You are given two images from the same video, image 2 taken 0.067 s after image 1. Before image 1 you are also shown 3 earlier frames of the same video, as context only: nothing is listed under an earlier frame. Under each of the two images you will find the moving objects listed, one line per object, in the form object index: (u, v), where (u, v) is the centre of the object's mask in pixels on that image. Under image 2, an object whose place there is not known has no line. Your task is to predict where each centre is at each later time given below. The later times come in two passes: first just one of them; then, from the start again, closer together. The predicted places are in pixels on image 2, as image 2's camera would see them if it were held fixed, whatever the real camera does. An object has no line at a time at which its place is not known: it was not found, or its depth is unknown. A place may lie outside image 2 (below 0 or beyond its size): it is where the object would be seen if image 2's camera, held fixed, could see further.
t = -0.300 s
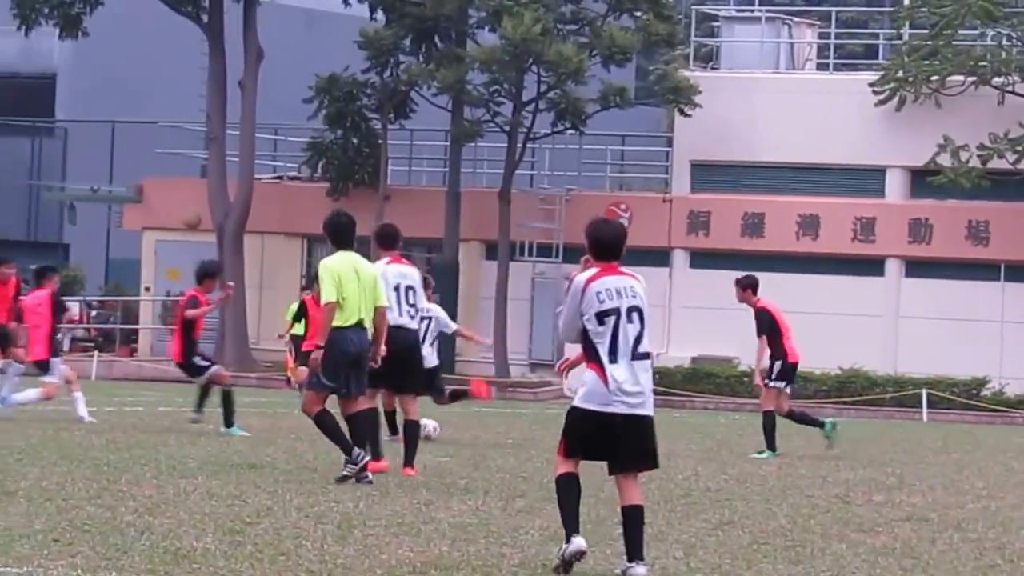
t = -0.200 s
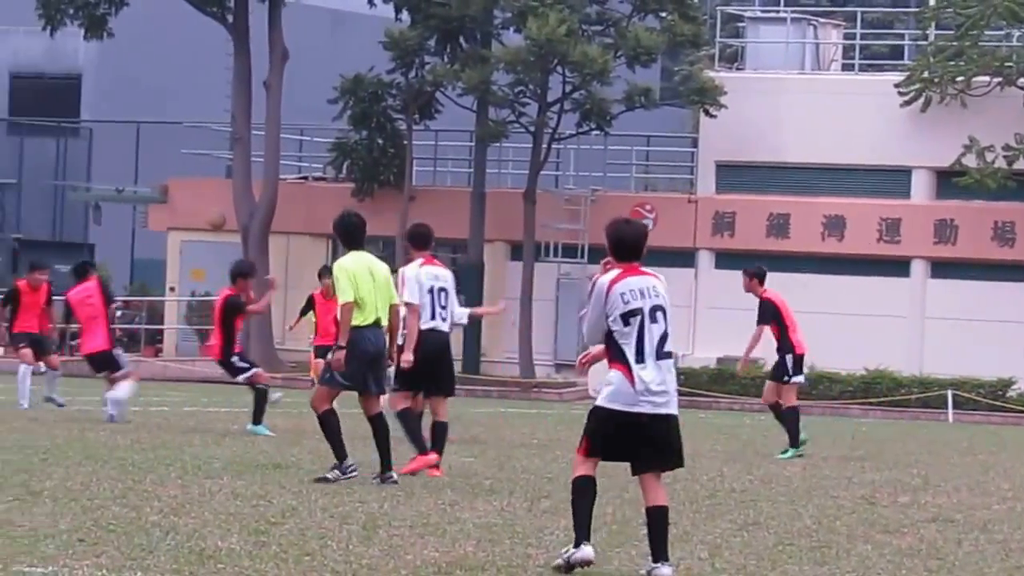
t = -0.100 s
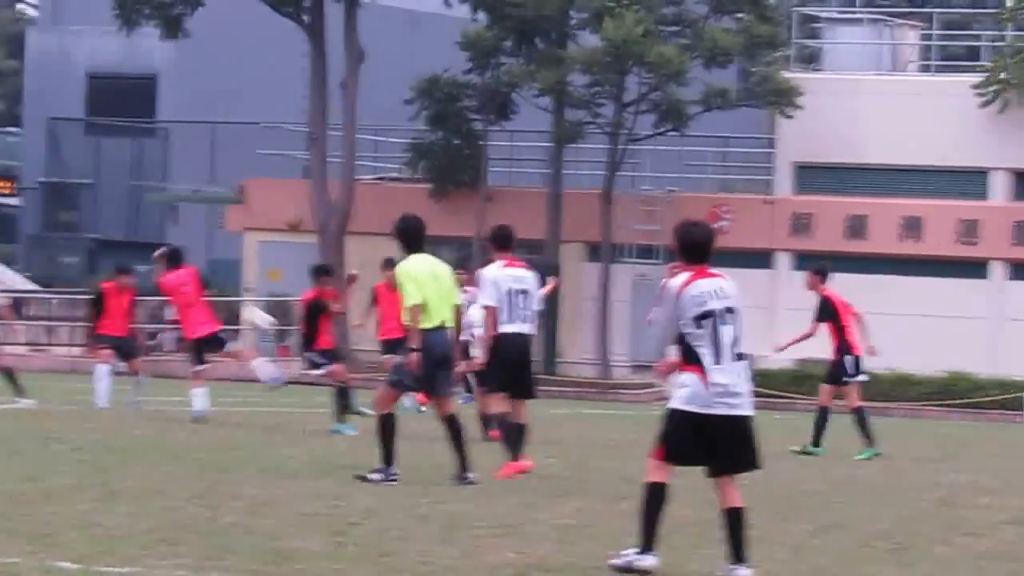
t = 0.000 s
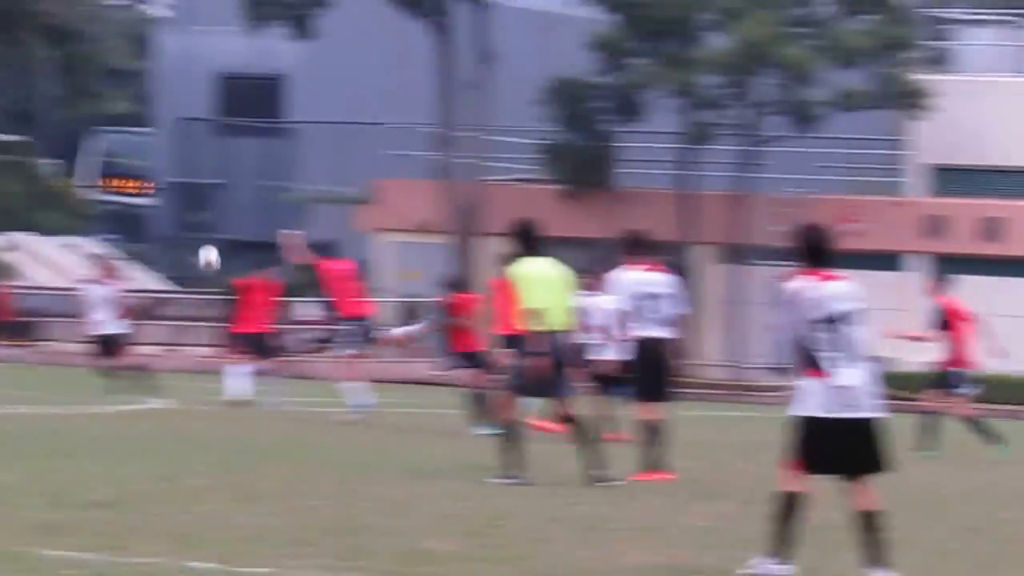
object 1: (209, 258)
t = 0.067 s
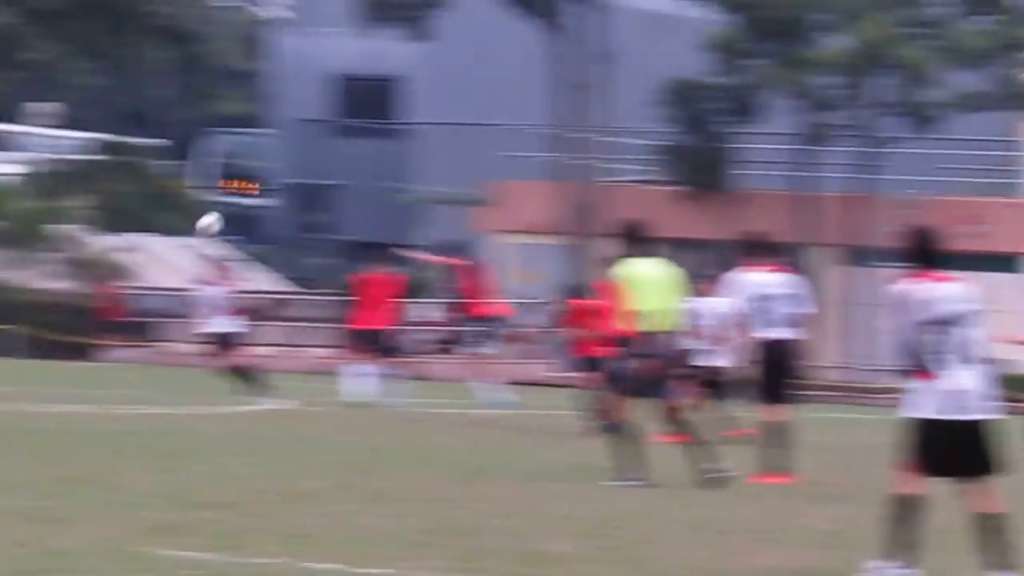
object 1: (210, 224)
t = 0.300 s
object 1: (-176, 135)
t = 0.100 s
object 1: (154, 207)
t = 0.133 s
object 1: (99, 193)
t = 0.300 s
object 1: (-176, 135)
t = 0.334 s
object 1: (-231, 125)
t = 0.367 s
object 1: (-285, 116)
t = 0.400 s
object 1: (-339, 109)
